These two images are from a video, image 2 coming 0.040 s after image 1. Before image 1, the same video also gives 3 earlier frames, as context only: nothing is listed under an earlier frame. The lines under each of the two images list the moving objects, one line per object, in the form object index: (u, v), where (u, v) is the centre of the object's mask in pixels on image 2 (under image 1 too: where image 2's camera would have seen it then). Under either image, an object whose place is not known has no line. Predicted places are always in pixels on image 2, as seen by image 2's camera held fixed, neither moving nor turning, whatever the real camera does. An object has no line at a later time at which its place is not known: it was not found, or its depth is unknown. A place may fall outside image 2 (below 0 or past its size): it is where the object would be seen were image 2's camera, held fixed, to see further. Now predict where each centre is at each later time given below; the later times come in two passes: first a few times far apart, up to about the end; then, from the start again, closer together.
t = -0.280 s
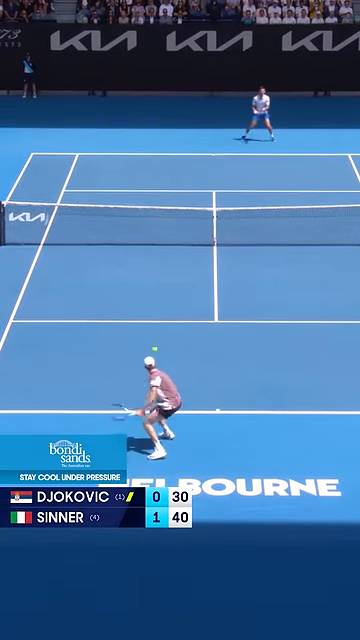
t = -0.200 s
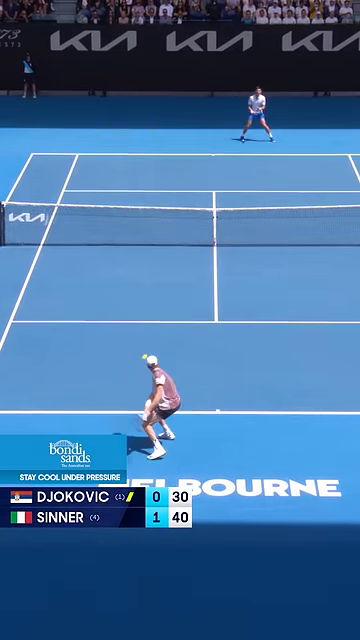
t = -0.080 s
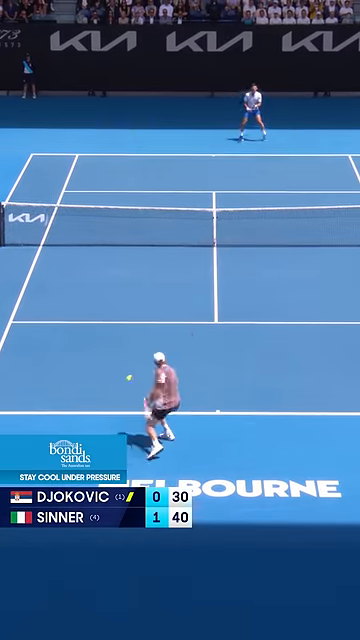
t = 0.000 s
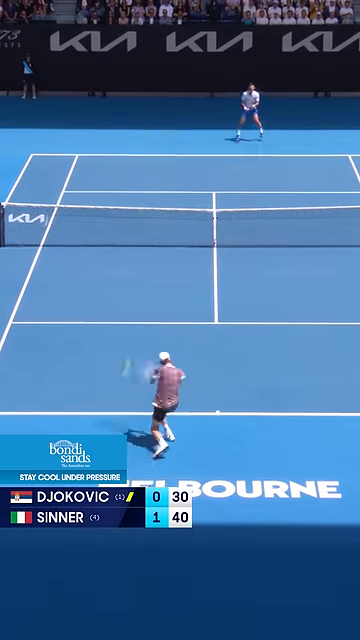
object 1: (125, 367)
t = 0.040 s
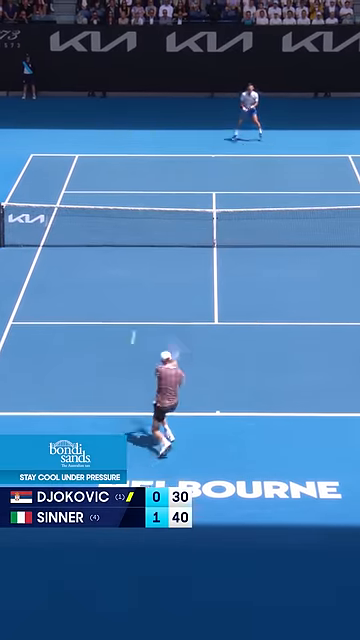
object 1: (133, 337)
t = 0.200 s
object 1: (153, 251)
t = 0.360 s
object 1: (167, 203)
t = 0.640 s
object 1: (186, 174)
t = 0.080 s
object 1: (139, 311)
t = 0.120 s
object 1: (144, 288)
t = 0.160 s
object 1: (148, 269)
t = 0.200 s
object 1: (153, 251)
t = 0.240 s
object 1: (158, 236)
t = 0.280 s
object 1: (161, 225)
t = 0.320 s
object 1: (165, 213)
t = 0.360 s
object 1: (167, 203)
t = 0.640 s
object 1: (186, 174)
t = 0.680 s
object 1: (188, 173)
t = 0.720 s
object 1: (189, 173)
